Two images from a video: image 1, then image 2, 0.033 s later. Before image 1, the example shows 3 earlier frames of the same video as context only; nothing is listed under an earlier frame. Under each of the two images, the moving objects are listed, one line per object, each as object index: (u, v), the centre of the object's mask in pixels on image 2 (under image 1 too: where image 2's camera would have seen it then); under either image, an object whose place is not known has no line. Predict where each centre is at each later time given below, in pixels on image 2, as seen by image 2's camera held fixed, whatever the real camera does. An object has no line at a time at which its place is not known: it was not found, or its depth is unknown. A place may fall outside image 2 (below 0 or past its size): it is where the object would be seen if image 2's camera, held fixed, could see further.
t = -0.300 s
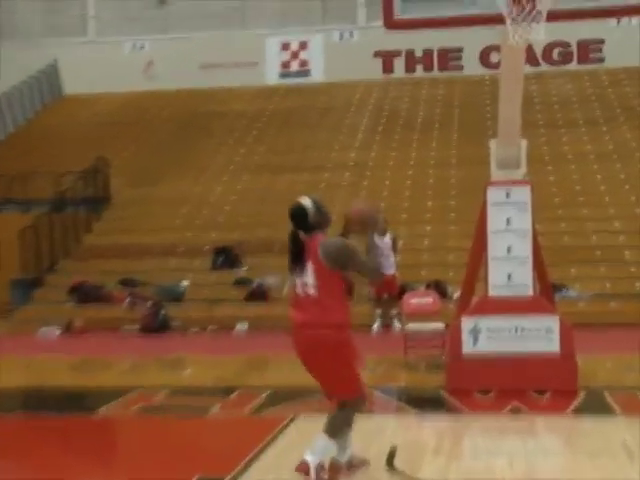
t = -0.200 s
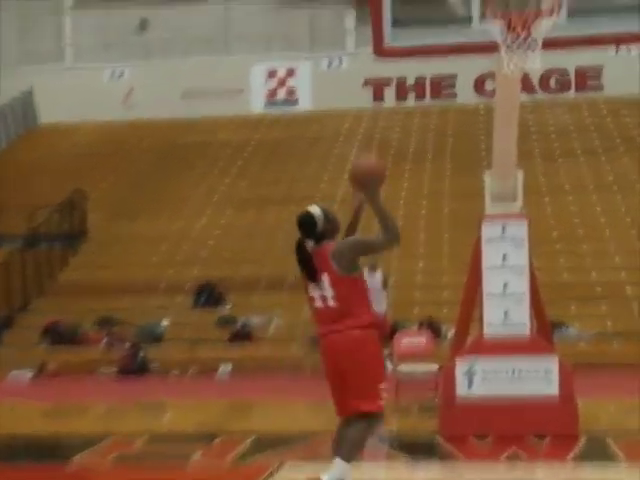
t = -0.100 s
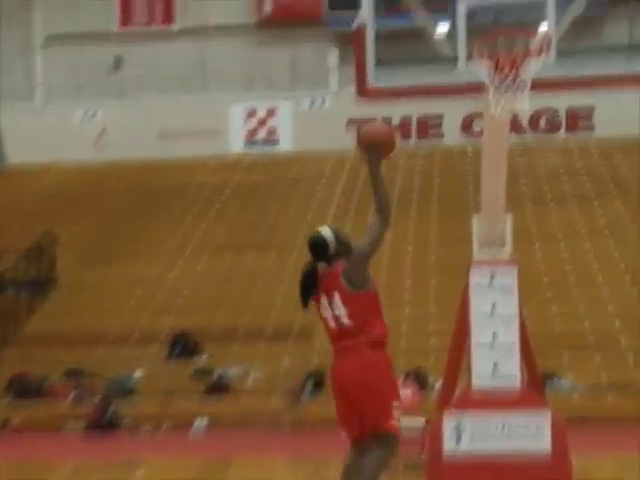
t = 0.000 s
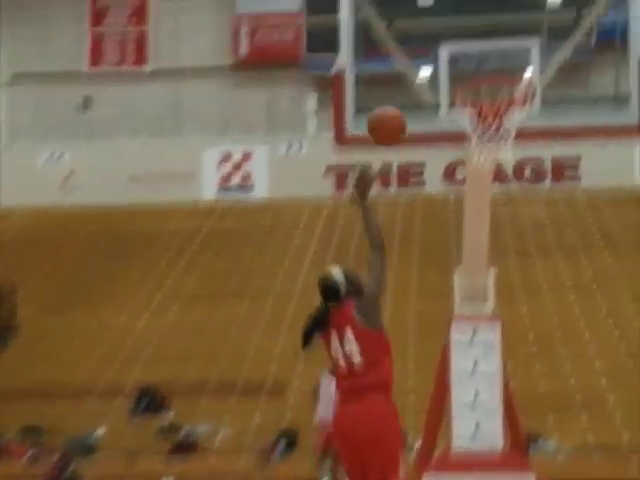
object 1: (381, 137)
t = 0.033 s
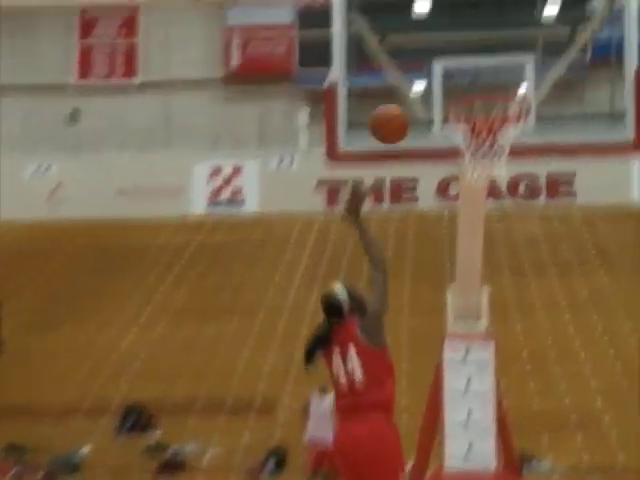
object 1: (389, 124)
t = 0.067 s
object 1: (399, 111)
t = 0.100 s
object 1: (408, 98)
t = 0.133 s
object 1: (417, 88)
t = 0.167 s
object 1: (425, 80)
